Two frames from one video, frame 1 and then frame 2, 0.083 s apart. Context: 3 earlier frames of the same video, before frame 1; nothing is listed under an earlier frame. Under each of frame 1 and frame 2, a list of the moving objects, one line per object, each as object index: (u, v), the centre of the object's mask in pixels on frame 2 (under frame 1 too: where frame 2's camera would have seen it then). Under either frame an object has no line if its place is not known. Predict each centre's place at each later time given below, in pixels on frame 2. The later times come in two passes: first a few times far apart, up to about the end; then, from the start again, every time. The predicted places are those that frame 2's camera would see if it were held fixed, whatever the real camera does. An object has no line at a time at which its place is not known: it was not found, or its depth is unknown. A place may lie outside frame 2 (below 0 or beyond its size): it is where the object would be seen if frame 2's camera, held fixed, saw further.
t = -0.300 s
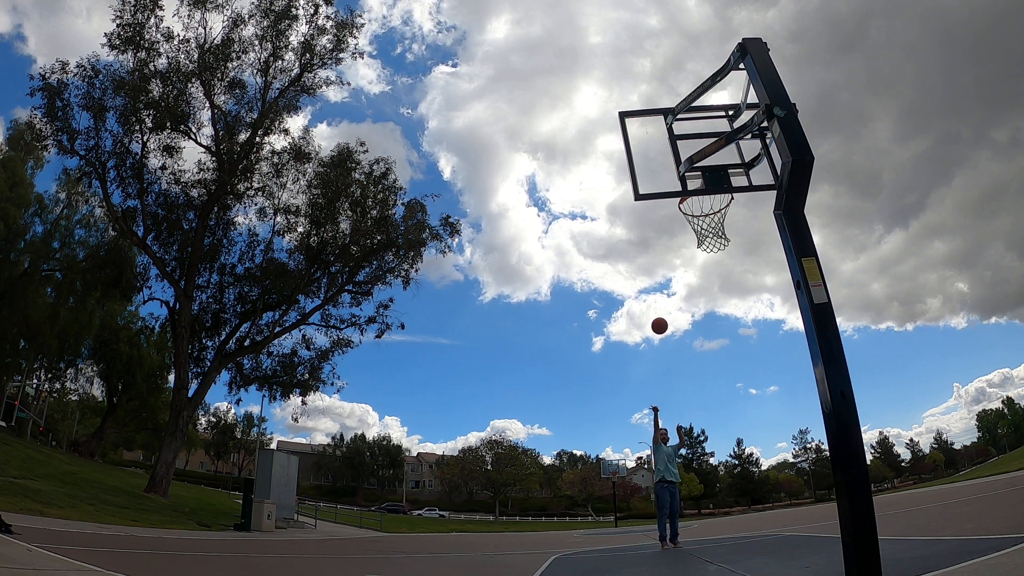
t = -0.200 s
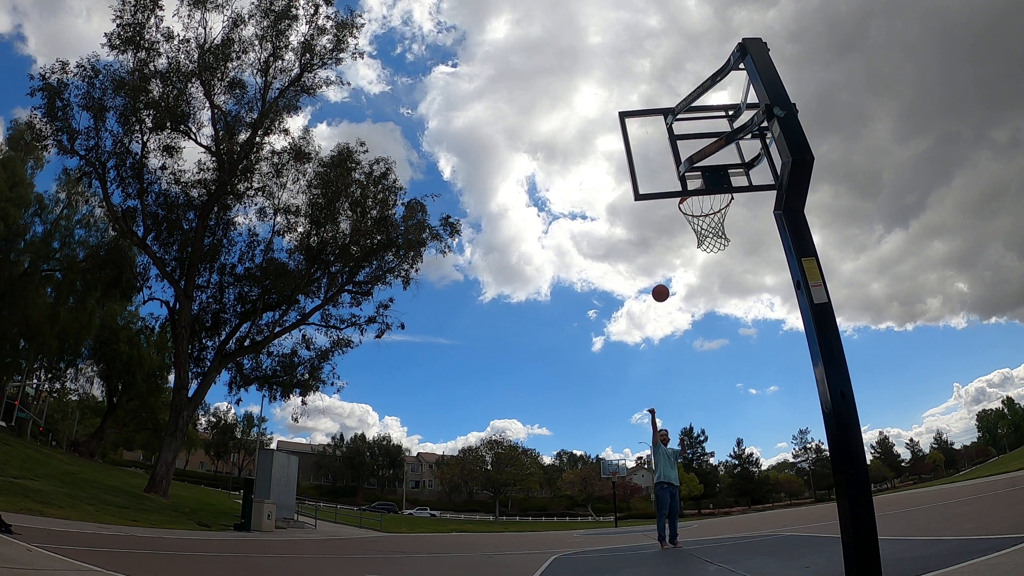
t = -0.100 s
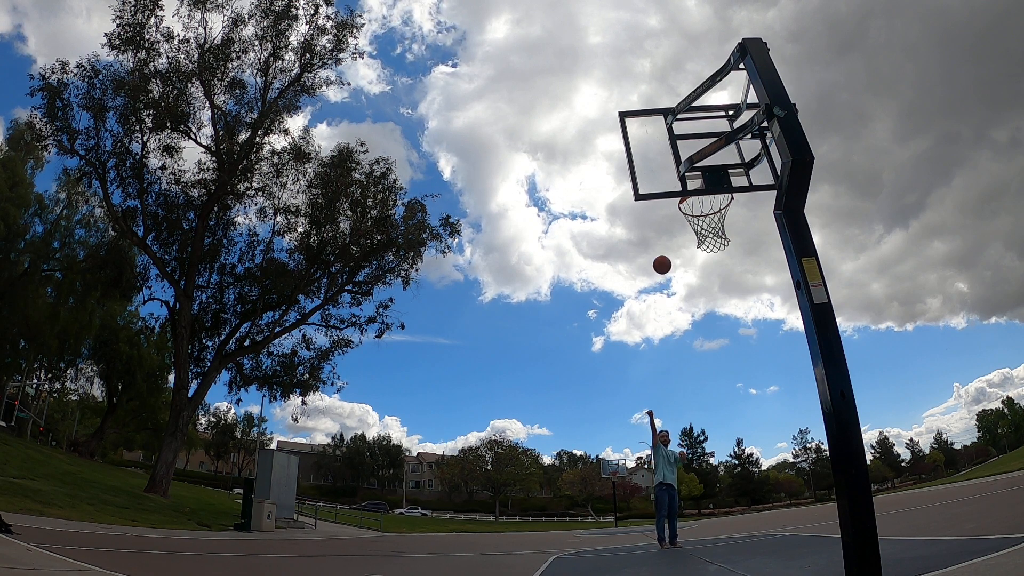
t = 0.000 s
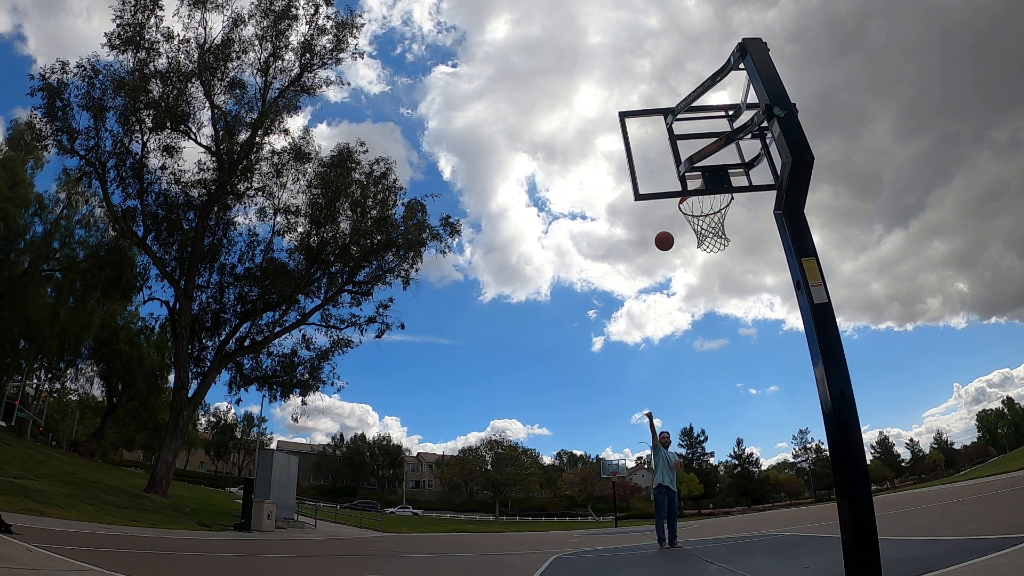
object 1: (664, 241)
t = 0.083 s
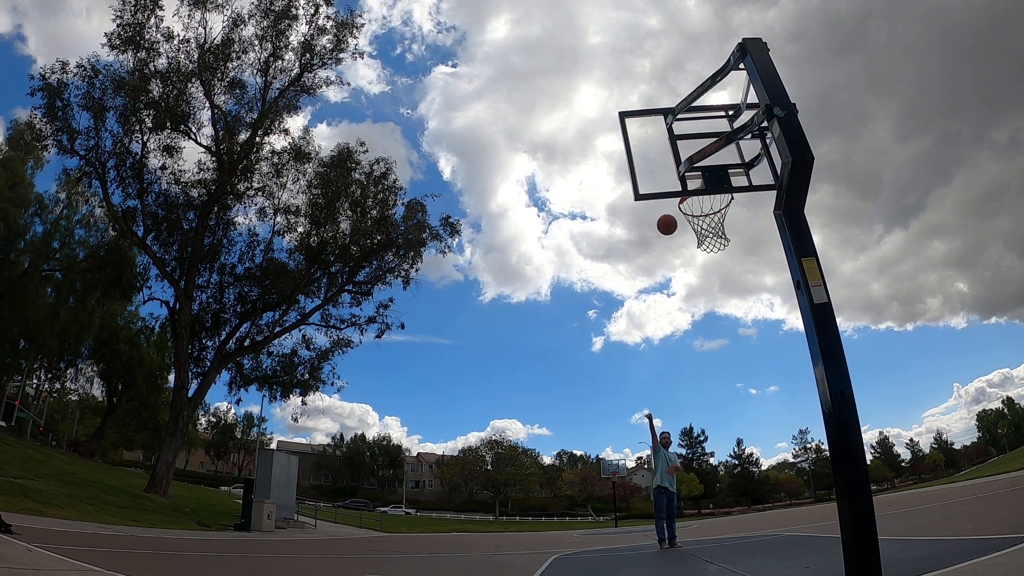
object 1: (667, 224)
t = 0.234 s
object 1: (675, 207)
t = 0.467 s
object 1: (713, 200)
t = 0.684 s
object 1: (691, 205)
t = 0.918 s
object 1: (663, 230)
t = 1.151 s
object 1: (642, 312)
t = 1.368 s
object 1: (625, 445)
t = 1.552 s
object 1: (609, 560)
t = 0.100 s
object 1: (668, 222)
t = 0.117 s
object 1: (668, 219)
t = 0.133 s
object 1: (669, 216)
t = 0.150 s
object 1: (670, 214)
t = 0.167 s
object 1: (670, 212)
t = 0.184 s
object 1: (671, 210)
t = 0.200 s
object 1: (671, 209)
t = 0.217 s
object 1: (674, 207)
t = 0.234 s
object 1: (675, 207)
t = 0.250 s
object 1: (676, 206)
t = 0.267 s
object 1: (678, 205)
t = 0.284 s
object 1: (679, 205)
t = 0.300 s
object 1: (681, 204)
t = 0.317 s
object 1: (682, 204)
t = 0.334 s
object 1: (684, 204)
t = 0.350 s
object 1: (686, 204)
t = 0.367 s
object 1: (688, 204)
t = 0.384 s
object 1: (691, 203)
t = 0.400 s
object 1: (695, 202)
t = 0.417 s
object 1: (699, 201)
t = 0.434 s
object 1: (704, 200)
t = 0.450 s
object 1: (709, 200)
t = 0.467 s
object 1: (713, 200)
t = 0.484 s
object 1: (716, 200)
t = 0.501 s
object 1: (719, 201)
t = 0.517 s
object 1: (717, 201)
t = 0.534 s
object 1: (716, 202)
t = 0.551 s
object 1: (713, 203)
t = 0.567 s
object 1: (710, 204)
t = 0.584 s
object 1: (707, 204)
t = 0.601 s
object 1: (703, 205)
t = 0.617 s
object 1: (701, 204)
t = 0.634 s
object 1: (698, 204)
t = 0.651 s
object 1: (696, 204)
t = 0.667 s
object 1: (693, 204)
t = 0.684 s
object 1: (691, 205)
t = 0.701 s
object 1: (688, 205)
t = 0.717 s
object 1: (686, 205)
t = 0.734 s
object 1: (684, 206)
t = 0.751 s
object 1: (682, 207)
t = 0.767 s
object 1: (679, 207)
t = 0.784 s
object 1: (677, 209)
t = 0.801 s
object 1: (675, 210)
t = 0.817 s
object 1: (673, 212)
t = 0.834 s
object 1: (671, 214)
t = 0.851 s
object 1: (670, 217)
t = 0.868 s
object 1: (668, 220)
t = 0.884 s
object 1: (666, 223)
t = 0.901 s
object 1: (664, 226)
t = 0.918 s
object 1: (663, 230)
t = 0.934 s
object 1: (661, 234)
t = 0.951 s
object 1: (659, 238)
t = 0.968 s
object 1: (658, 243)
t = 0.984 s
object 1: (656, 248)
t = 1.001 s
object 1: (655, 253)
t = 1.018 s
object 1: (653, 258)
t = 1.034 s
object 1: (652, 264)
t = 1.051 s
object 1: (650, 270)
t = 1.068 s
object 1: (649, 276)
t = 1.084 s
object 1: (648, 282)
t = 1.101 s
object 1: (646, 289)
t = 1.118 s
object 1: (645, 296)
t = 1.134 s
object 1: (643, 304)
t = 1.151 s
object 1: (642, 312)
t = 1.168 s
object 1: (641, 320)
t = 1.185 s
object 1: (639, 328)
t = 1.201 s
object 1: (638, 337)
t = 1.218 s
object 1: (637, 346)
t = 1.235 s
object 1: (636, 356)
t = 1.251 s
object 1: (634, 366)
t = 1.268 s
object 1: (633, 376)
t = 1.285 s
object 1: (632, 386)
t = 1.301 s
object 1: (631, 398)
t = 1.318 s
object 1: (629, 409)
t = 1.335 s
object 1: (628, 421)
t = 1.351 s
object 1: (626, 432)
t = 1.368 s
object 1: (625, 445)
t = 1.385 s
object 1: (623, 458)
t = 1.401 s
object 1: (622, 471)
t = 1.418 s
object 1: (621, 484)
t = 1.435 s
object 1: (619, 498)
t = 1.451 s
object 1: (618, 512)
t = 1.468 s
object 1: (616, 526)
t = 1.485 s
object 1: (615, 541)
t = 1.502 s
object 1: (613, 556)
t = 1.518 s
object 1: (612, 568)
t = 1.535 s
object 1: (610, 568)
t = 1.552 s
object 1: (609, 560)
